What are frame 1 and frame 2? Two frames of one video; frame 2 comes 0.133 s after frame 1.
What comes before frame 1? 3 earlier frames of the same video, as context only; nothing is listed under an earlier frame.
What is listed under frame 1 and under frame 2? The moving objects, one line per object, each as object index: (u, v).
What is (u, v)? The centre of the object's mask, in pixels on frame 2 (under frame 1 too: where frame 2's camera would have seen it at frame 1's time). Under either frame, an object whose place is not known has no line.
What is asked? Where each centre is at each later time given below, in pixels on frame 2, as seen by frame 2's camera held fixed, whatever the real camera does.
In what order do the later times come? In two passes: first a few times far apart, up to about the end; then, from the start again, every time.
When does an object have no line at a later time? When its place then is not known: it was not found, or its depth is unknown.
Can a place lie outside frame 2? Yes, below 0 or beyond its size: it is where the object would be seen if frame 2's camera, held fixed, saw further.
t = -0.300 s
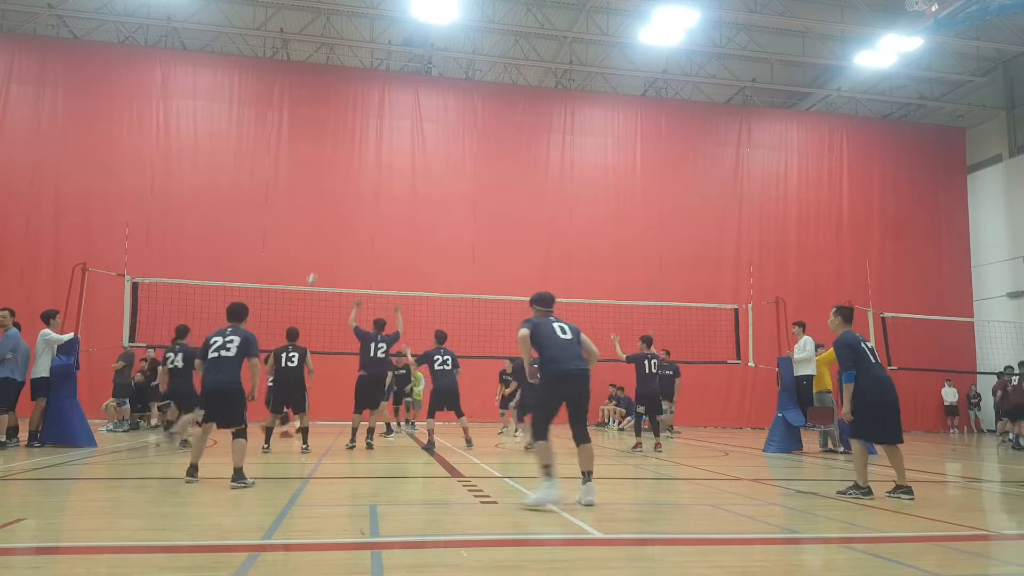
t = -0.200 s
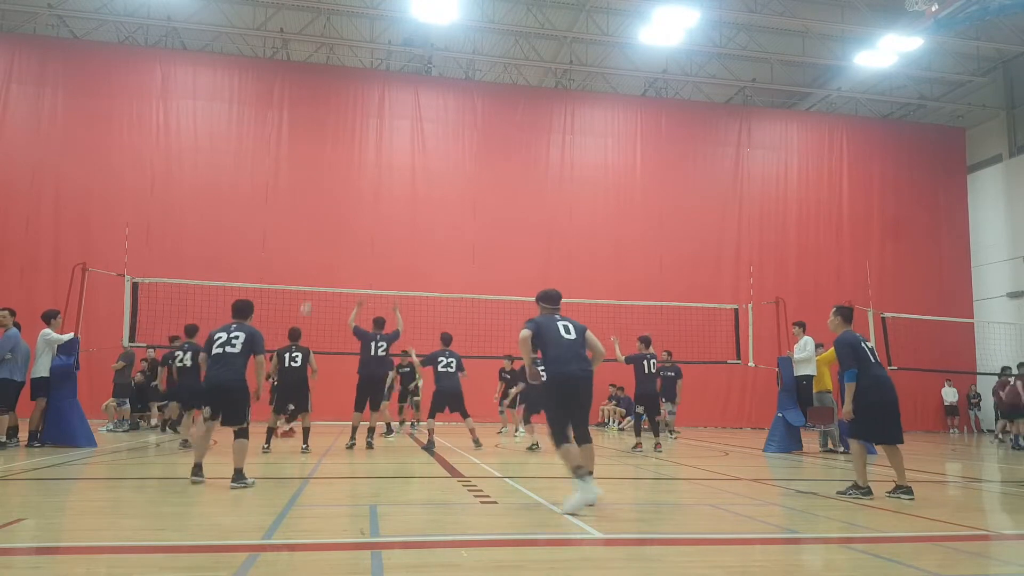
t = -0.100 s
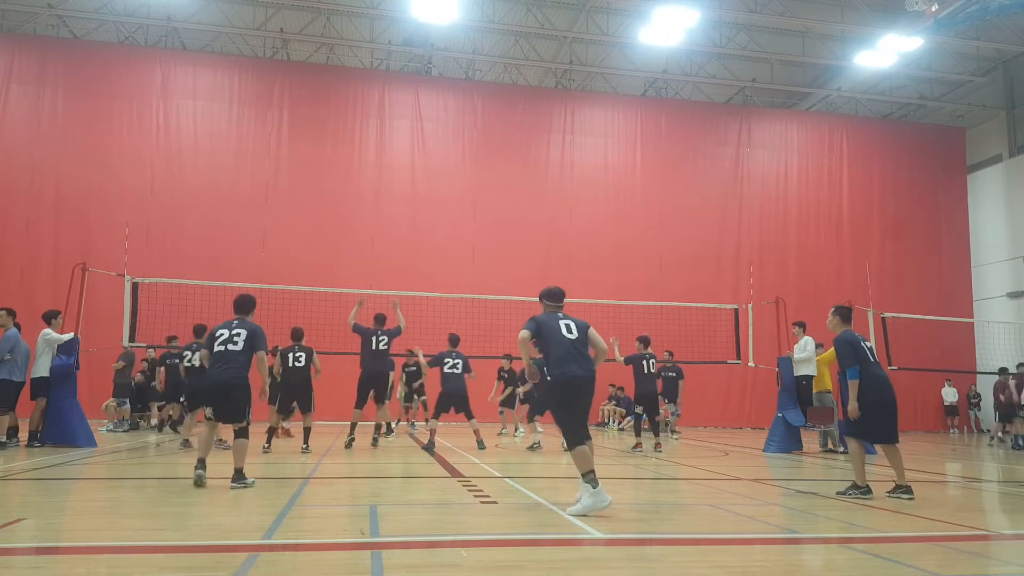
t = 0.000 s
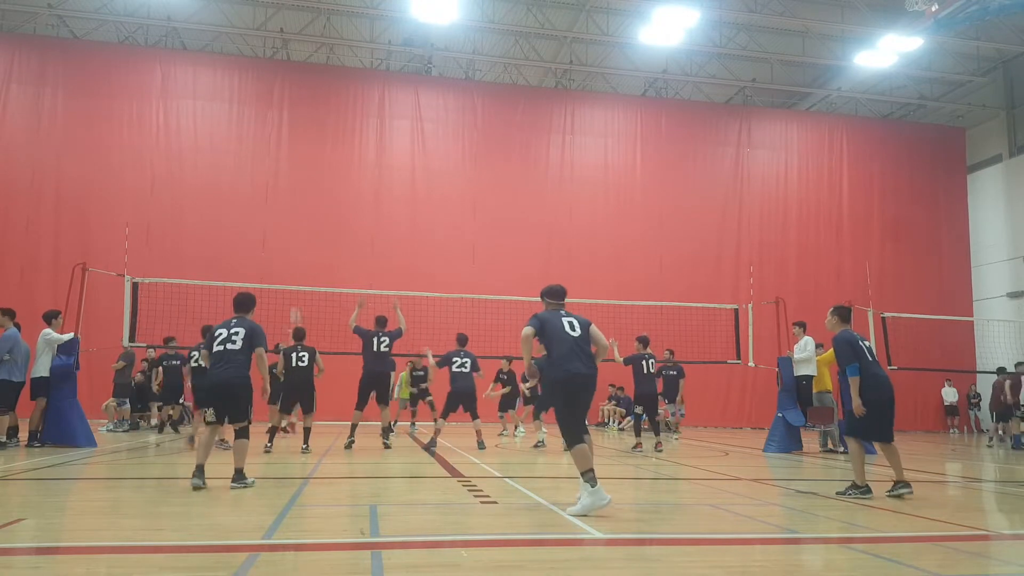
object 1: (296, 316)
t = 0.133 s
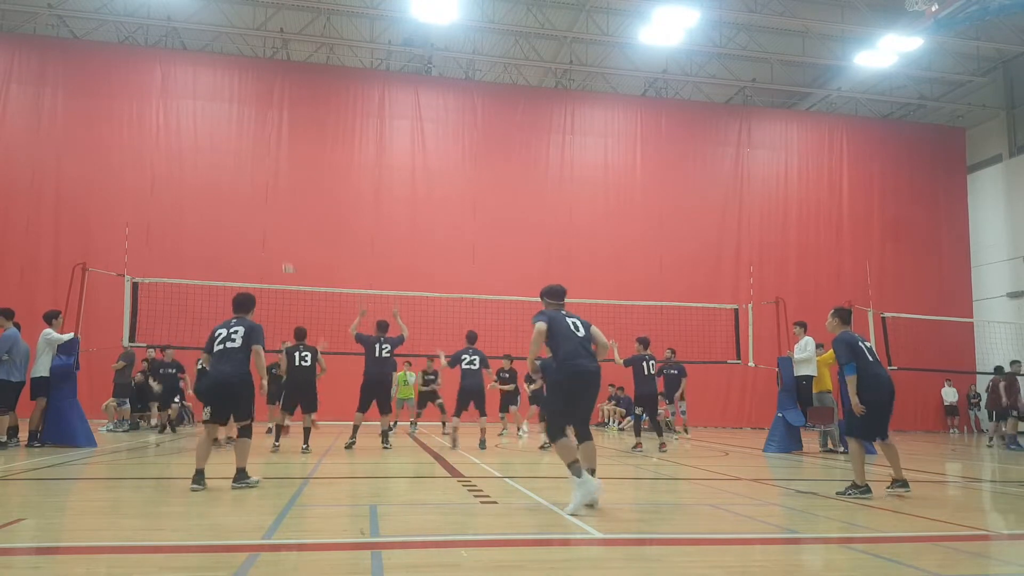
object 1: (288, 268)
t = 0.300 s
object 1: (279, 222)
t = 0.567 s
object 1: (261, 180)
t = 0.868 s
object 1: (239, 176)
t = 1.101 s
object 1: (219, 206)
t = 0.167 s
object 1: (285, 258)
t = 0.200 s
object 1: (284, 248)
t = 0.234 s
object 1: (283, 239)
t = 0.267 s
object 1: (280, 231)
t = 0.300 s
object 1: (279, 222)
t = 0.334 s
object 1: (275, 215)
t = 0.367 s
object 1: (273, 208)
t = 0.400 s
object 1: (272, 202)
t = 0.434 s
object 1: (270, 197)
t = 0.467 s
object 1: (267, 191)
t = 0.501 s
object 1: (265, 187)
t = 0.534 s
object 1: (263, 183)
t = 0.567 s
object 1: (261, 180)
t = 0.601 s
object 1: (259, 177)
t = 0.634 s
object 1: (256, 175)
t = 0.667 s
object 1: (254, 173)
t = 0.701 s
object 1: (251, 172)
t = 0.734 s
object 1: (248, 172)
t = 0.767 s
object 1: (246, 172)
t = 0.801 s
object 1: (244, 173)
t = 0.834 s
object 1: (241, 174)
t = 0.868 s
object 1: (239, 176)
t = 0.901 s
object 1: (236, 179)
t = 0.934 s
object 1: (233, 182)
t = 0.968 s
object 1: (231, 185)
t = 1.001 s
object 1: (228, 190)
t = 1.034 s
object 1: (225, 195)
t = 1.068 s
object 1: (222, 200)
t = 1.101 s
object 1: (219, 206)
